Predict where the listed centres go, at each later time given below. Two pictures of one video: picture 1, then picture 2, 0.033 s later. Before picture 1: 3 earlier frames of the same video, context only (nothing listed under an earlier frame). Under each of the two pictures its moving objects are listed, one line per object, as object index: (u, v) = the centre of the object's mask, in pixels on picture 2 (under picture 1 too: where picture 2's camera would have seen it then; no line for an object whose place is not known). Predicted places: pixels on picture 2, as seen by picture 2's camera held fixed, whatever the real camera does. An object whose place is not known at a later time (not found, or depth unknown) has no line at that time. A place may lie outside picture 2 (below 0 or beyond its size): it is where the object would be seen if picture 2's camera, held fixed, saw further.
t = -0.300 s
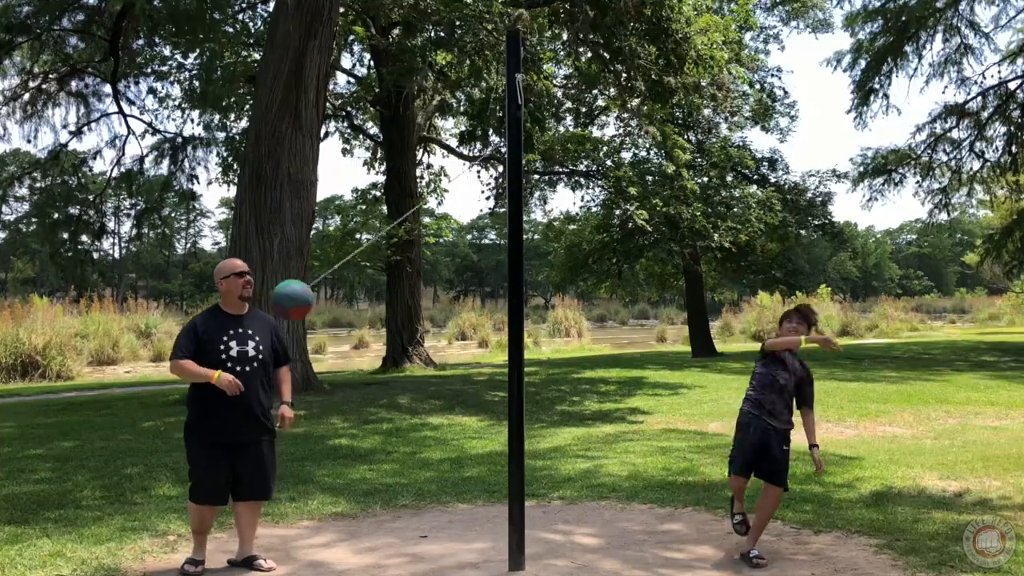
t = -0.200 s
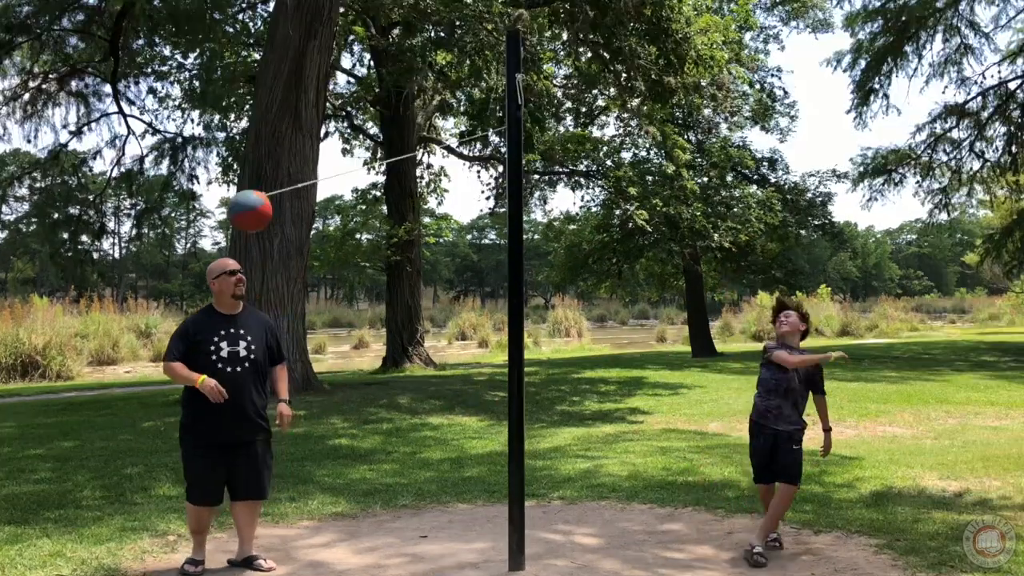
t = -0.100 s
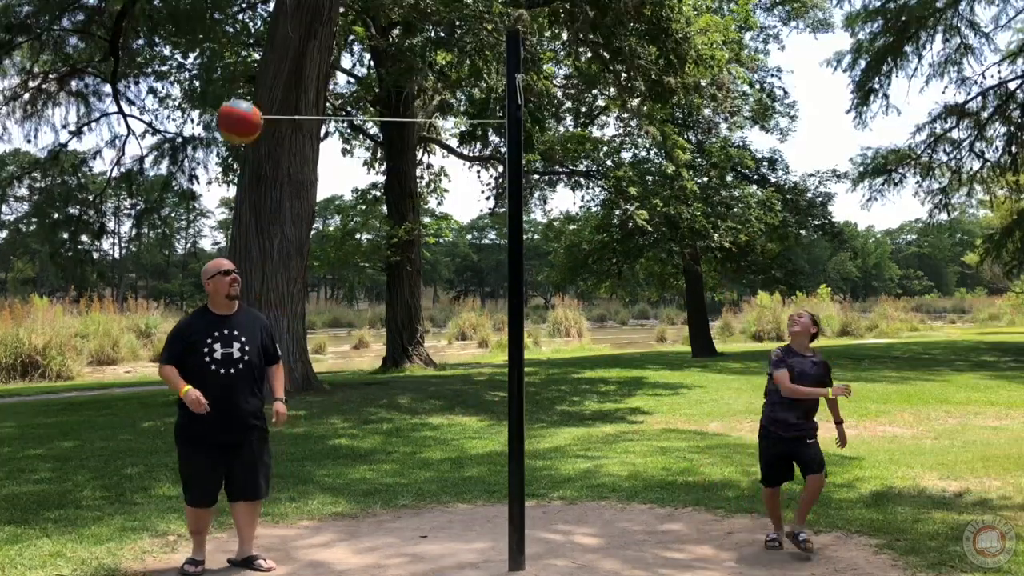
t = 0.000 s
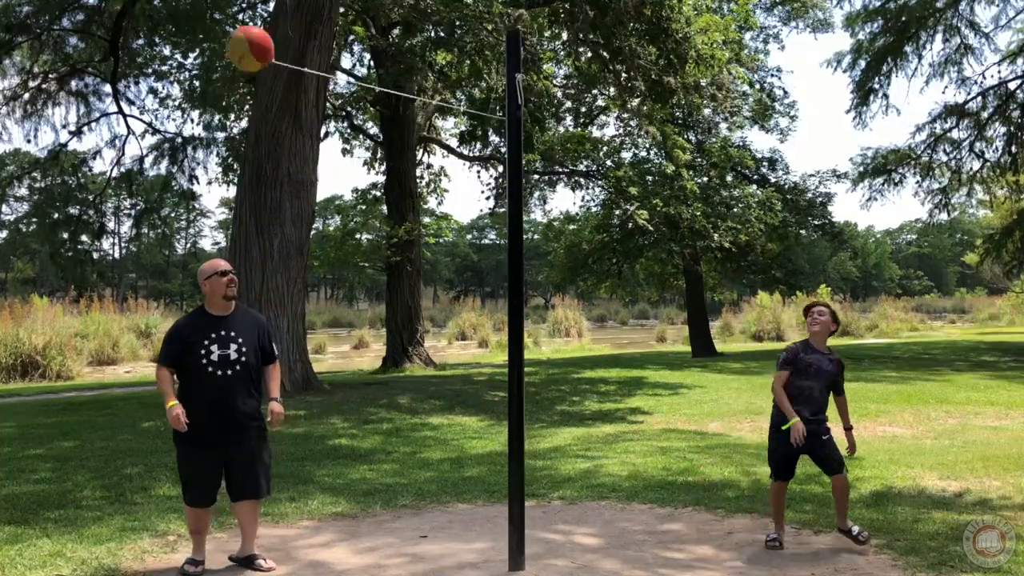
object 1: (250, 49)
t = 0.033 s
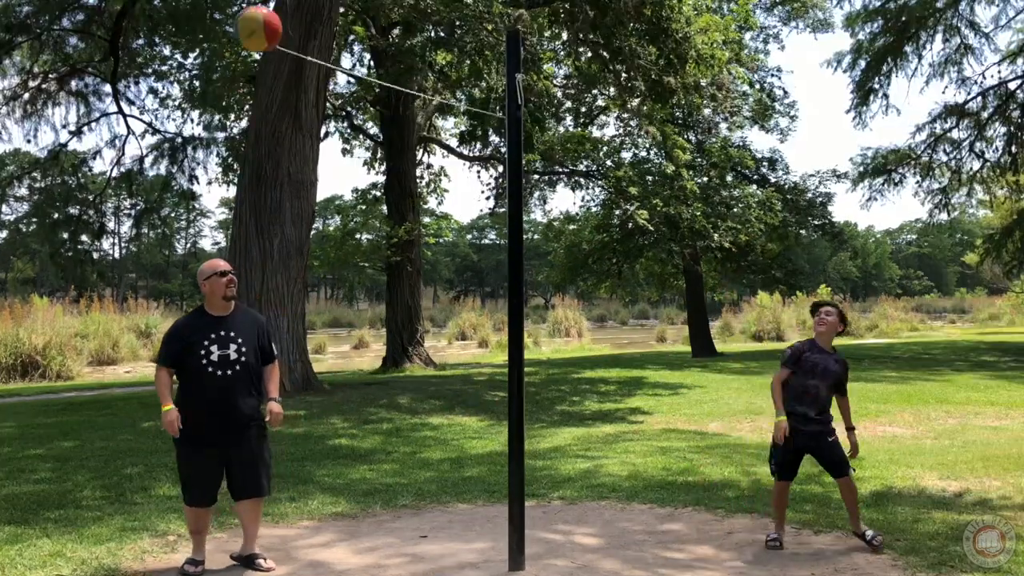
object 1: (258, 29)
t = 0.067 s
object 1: (269, 16)
